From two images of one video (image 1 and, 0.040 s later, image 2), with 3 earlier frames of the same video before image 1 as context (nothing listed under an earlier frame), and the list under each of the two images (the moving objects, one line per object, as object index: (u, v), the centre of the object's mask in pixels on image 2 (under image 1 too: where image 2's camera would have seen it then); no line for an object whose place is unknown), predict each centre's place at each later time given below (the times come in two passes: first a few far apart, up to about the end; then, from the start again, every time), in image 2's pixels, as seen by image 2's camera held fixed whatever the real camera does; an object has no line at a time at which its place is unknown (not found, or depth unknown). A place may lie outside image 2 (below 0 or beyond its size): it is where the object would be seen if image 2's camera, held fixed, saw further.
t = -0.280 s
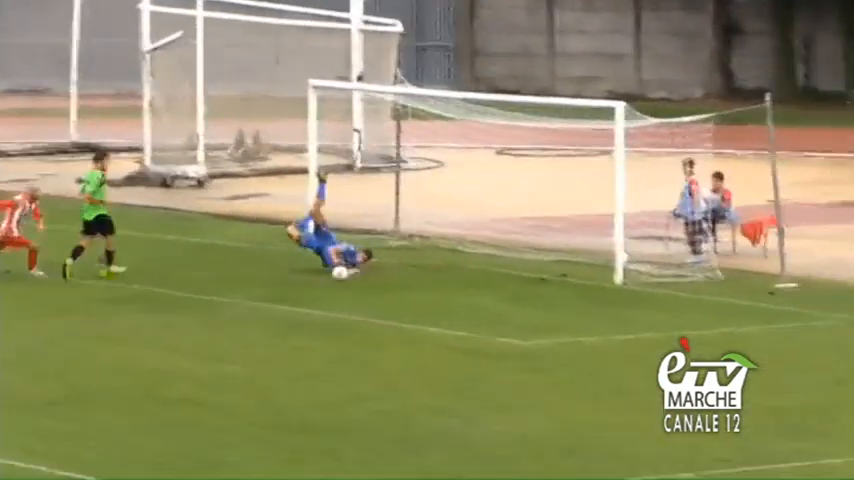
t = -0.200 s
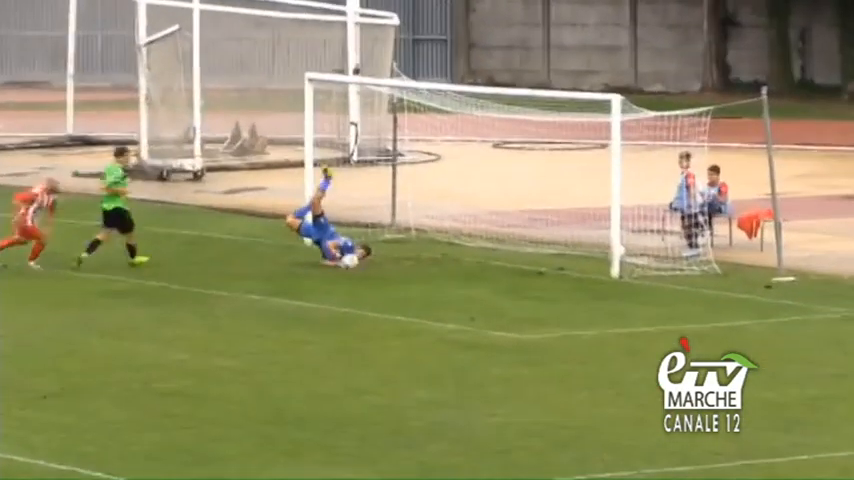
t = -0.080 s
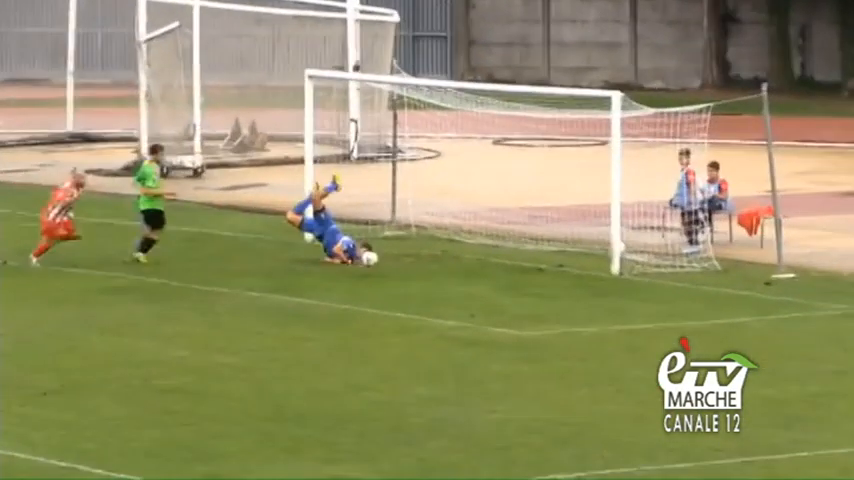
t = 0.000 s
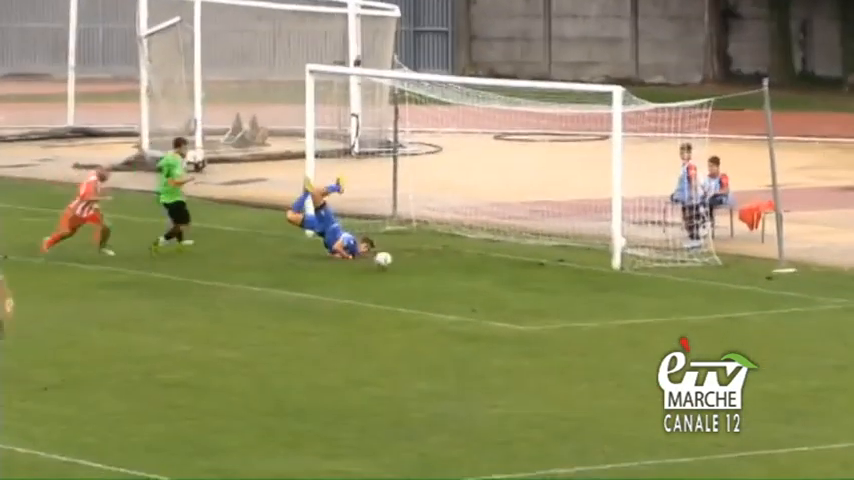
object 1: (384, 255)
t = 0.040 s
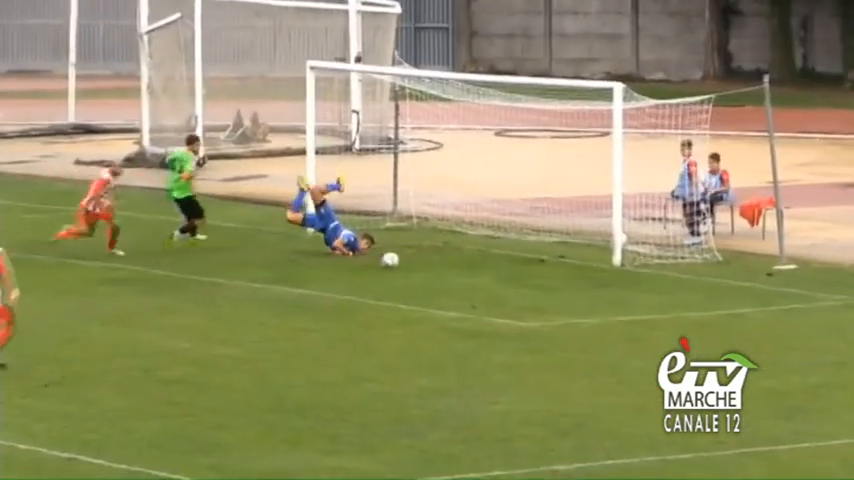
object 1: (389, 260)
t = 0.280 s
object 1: (425, 264)
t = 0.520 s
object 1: (457, 266)
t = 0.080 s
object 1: (395, 260)
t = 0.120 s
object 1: (401, 259)
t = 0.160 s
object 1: (407, 260)
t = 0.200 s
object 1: (413, 262)
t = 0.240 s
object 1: (419, 263)
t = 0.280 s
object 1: (425, 264)
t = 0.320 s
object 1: (429, 264)
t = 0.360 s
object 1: (435, 264)
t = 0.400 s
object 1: (441, 266)
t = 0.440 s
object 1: (447, 266)
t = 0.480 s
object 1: (452, 266)
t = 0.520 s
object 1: (457, 266)
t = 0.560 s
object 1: (462, 268)
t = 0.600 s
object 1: (468, 268)
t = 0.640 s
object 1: (473, 268)
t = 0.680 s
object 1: (478, 269)
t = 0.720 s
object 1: (484, 270)
